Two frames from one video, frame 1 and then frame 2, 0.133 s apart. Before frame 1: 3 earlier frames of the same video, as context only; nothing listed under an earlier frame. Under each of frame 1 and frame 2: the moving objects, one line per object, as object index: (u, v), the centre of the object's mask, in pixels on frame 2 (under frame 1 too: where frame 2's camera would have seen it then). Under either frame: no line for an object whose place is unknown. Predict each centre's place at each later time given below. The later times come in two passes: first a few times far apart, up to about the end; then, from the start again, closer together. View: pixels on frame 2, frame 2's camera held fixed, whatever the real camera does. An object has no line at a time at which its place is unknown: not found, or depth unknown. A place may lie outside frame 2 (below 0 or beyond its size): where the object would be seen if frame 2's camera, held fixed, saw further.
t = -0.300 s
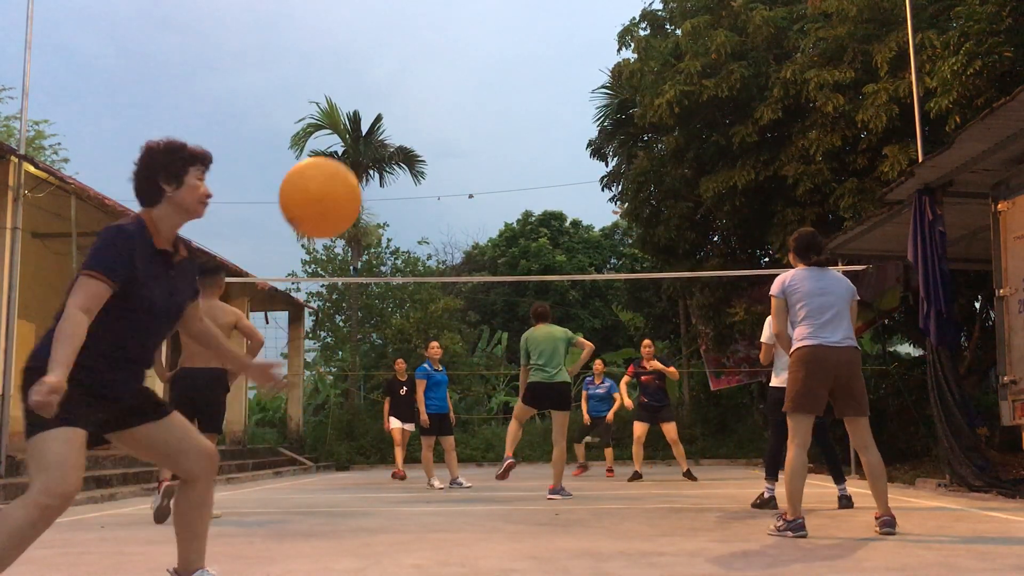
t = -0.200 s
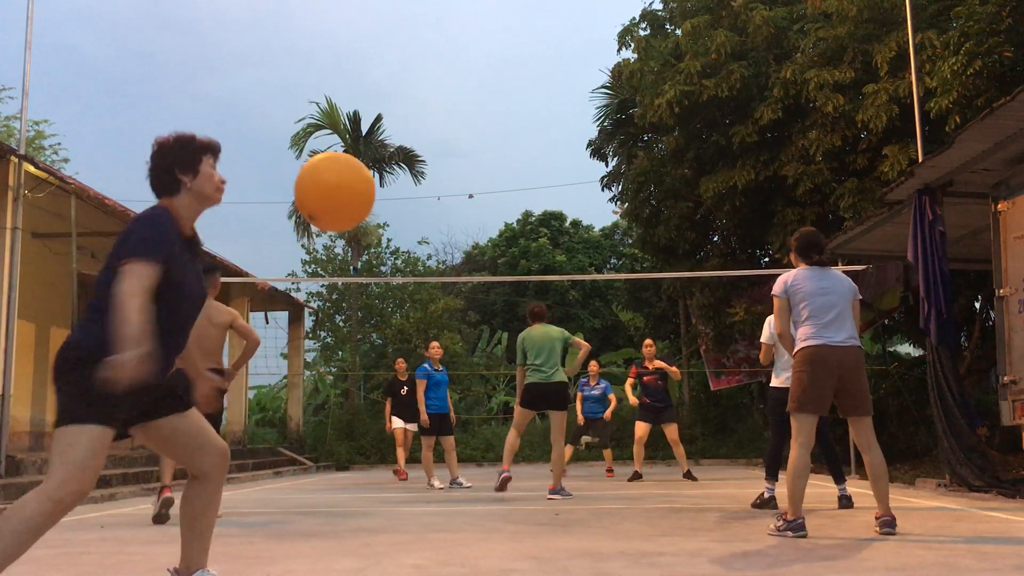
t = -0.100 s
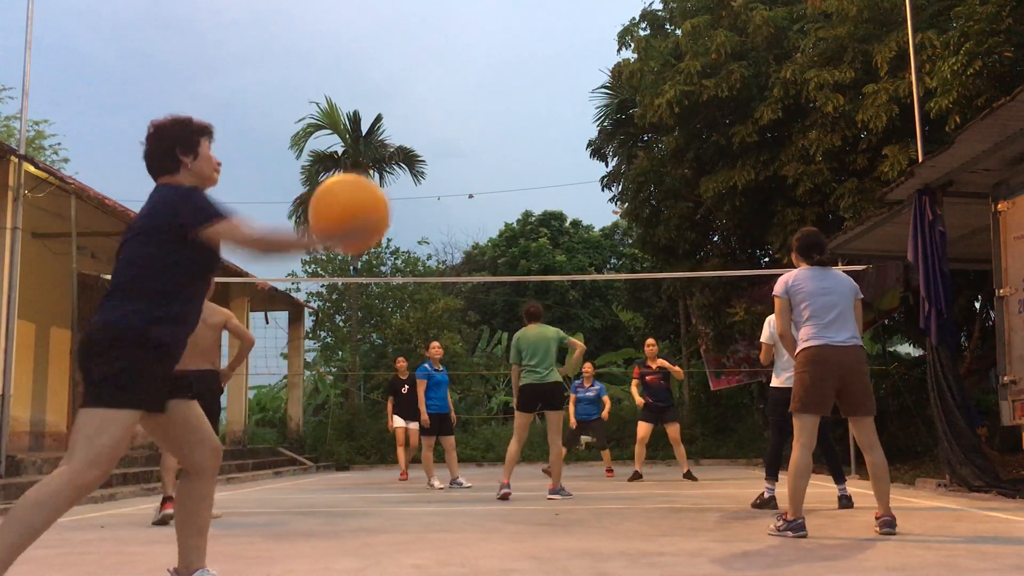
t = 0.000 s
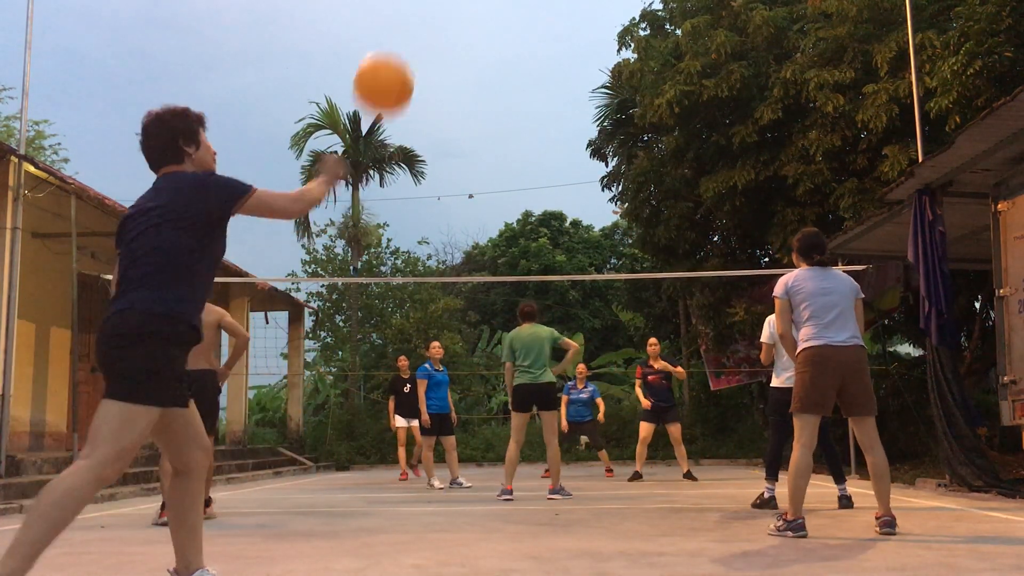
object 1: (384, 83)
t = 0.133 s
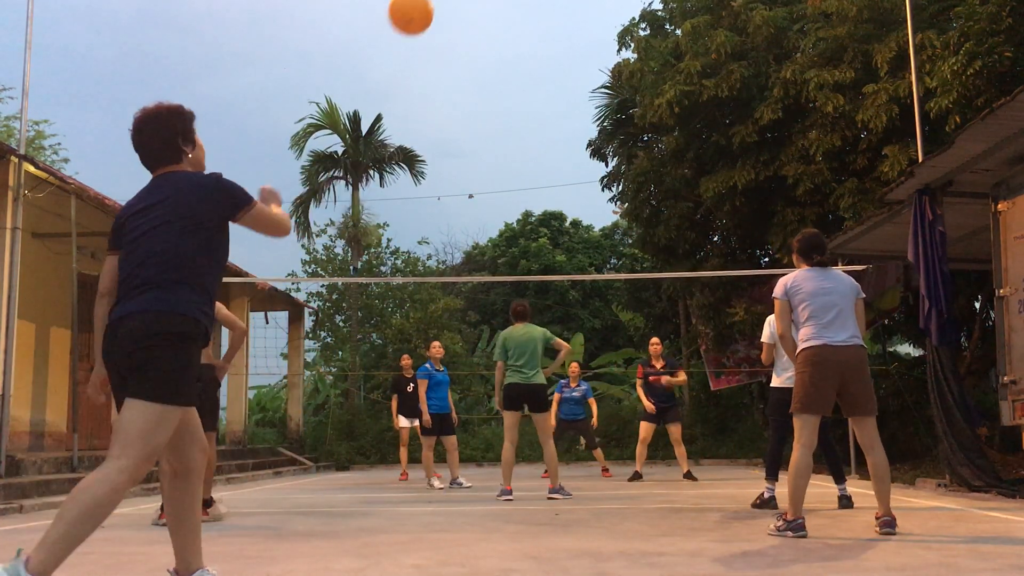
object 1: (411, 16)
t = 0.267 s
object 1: (425, 7)
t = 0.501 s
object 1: (436, 32)
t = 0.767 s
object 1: (447, 114)
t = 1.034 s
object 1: (451, 225)
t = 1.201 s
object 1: (454, 307)
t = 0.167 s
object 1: (415, 12)
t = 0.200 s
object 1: (419, 9)
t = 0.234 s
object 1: (422, 8)
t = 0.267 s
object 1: (425, 7)
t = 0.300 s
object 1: (427, 8)
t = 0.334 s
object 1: (429, 8)
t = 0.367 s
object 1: (431, 10)
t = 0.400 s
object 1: (432, 12)
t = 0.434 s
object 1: (434, 16)
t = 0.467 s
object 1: (435, 24)
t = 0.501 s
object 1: (436, 32)
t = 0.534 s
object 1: (438, 41)
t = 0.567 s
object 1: (439, 50)
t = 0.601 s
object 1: (441, 60)
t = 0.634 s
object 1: (442, 69)
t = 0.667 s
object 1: (444, 80)
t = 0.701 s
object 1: (445, 91)
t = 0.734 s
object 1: (446, 102)
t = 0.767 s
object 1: (447, 114)
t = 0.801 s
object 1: (447, 126)
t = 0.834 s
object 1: (448, 140)
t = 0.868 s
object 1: (449, 153)
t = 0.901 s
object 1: (449, 166)
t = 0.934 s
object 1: (450, 181)
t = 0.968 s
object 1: (450, 194)
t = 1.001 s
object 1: (451, 209)
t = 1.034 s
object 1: (451, 225)
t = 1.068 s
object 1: (452, 240)
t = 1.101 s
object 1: (453, 257)
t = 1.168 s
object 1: (454, 291)
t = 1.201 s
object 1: (454, 307)
